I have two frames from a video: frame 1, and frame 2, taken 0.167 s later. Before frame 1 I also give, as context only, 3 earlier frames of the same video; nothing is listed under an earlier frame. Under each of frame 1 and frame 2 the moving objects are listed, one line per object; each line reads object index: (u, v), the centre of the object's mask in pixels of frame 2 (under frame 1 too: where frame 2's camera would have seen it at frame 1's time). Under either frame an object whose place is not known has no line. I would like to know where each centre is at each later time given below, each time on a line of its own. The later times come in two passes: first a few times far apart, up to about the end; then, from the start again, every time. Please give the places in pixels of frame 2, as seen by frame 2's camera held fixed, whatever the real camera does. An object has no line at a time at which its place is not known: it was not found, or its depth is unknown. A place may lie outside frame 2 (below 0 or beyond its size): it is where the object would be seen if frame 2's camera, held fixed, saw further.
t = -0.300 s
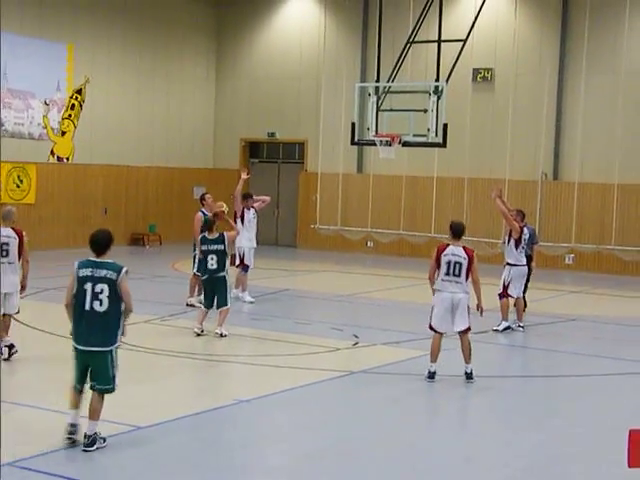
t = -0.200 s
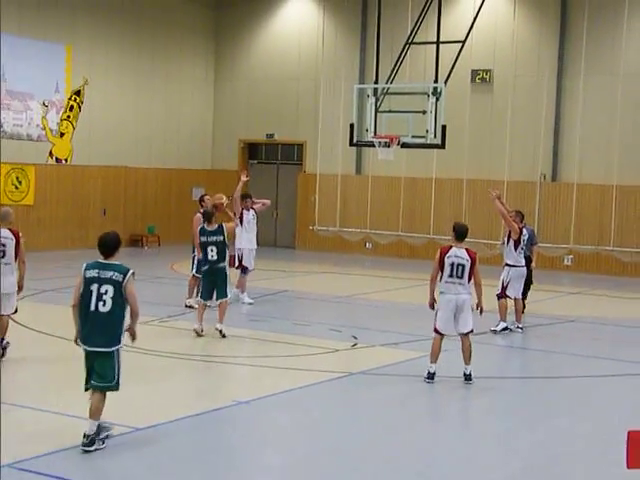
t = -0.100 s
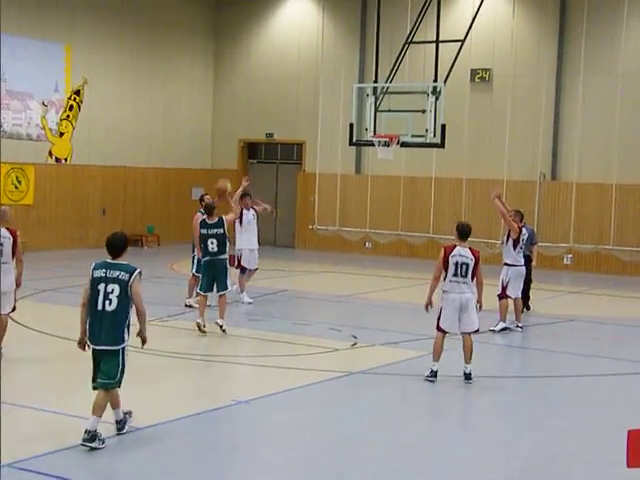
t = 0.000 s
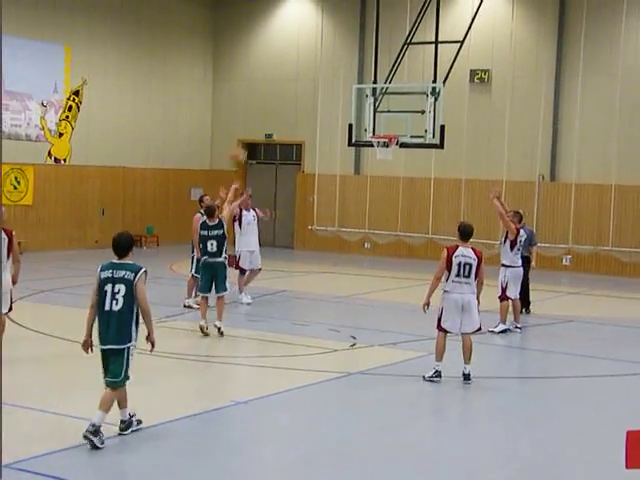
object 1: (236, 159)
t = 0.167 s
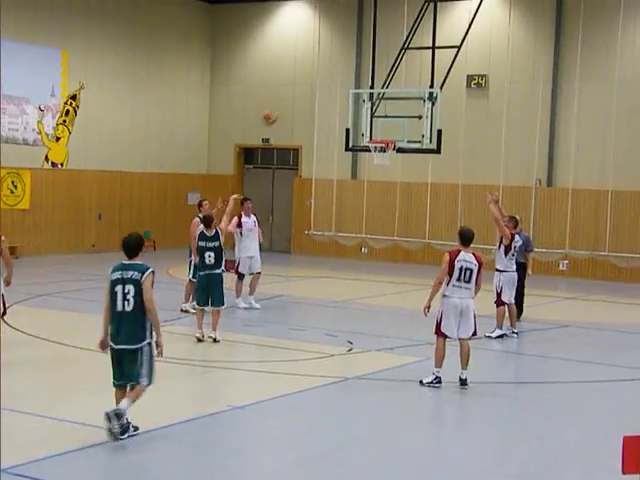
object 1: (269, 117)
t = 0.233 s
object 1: (282, 104)
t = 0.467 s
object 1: (323, 85)
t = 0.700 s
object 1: (359, 99)
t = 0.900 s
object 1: (387, 135)
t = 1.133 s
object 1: (371, 128)
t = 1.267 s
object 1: (363, 128)
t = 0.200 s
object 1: (276, 109)
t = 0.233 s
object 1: (282, 104)
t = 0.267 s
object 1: (288, 100)
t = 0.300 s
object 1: (295, 95)
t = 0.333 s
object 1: (300, 91)
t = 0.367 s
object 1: (306, 89)
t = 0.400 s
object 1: (312, 87)
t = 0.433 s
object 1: (317, 86)
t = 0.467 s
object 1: (323, 85)
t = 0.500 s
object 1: (329, 85)
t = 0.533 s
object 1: (333, 86)
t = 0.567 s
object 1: (339, 87)
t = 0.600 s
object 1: (344, 90)
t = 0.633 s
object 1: (349, 92)
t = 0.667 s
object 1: (353, 95)
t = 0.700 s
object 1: (359, 99)
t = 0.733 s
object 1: (364, 102)
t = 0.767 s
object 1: (369, 109)
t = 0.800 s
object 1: (374, 114)
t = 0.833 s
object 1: (377, 120)
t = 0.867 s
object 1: (381, 127)
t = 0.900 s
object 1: (387, 135)
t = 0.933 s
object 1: (388, 139)
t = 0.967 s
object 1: (384, 139)
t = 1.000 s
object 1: (377, 136)
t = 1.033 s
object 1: (376, 133)
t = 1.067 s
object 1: (374, 132)
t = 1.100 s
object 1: (372, 130)
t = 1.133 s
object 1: (371, 128)
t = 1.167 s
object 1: (369, 127)
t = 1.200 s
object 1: (367, 127)
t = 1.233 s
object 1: (364, 128)
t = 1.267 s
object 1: (363, 128)
